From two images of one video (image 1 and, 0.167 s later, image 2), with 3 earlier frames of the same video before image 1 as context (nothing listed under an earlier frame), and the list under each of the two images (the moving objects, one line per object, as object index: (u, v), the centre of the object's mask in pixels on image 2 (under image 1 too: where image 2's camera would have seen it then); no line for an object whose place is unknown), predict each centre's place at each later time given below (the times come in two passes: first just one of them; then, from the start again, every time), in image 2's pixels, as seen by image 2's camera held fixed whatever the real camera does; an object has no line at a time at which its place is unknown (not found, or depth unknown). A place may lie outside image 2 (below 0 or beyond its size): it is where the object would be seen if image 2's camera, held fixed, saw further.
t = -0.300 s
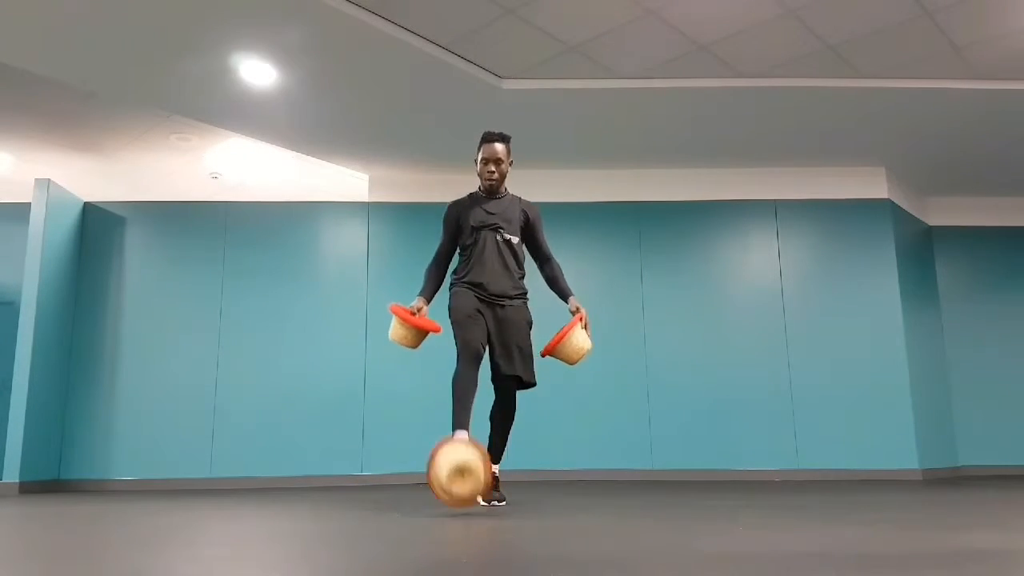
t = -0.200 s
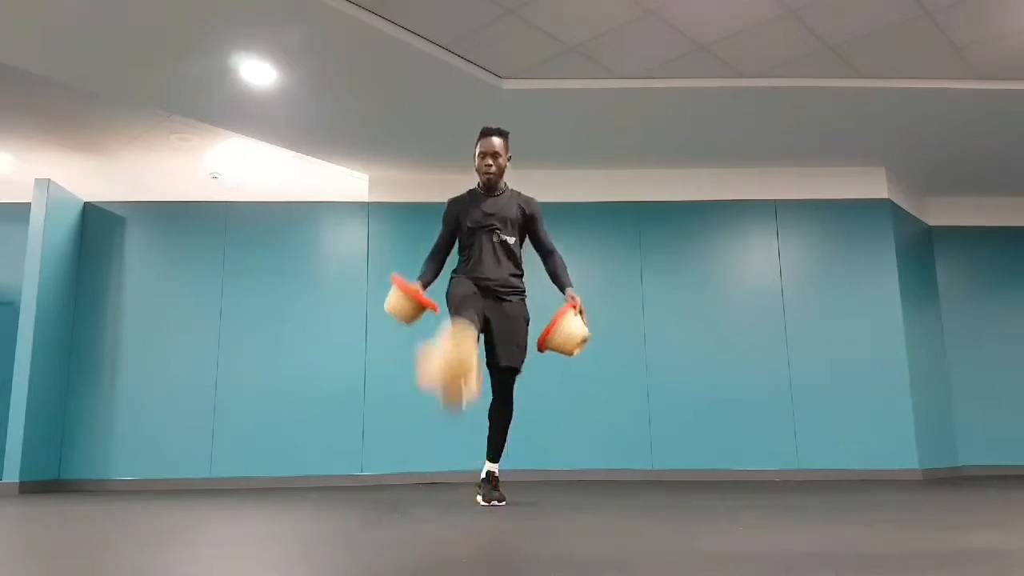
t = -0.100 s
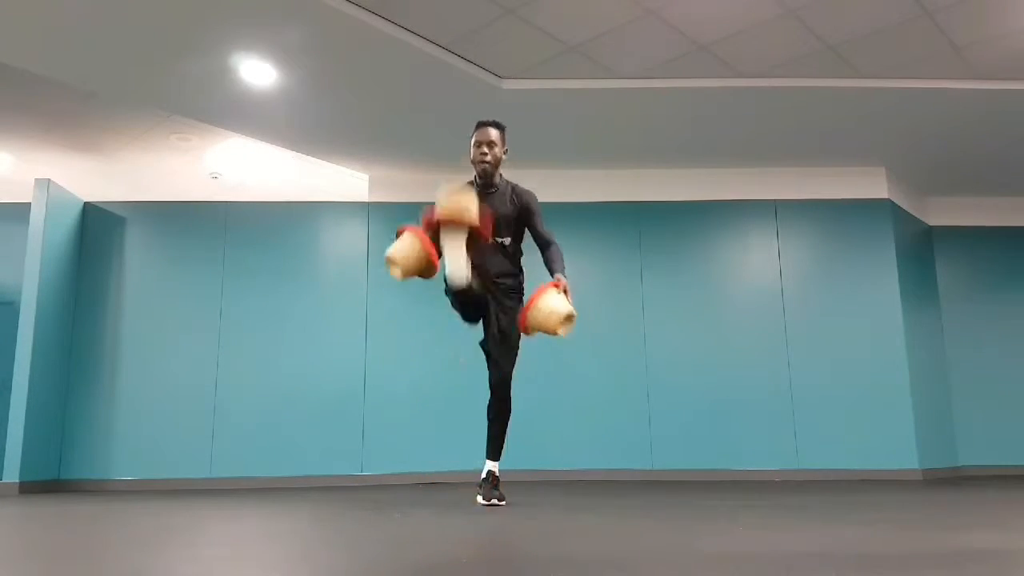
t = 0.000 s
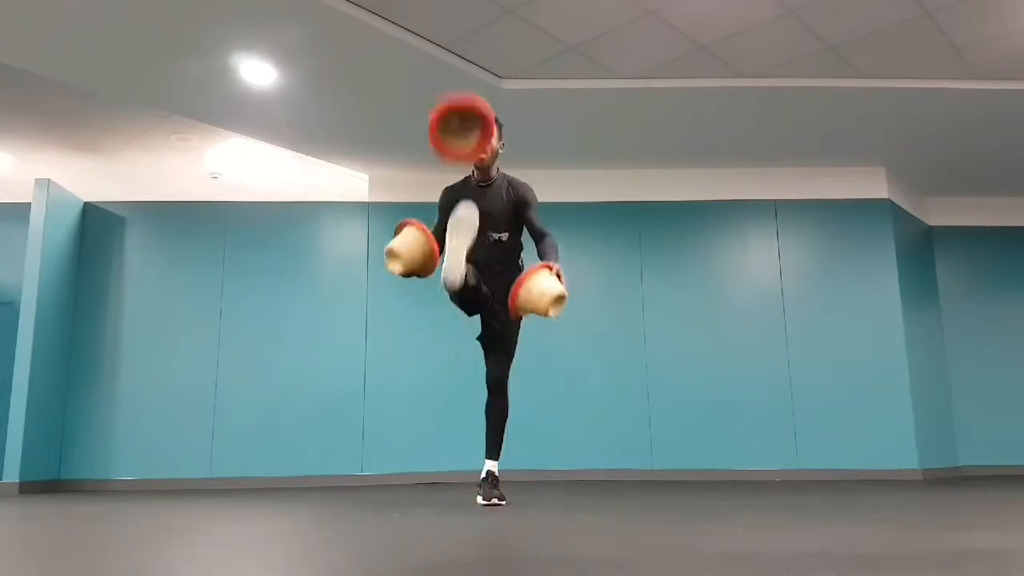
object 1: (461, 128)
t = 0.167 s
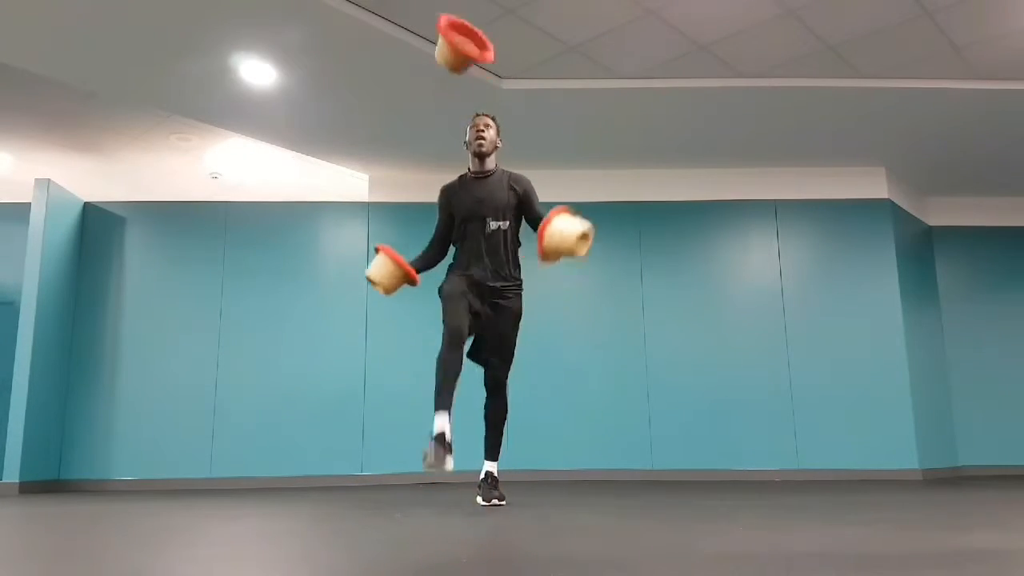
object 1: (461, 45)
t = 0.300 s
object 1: (460, 29)
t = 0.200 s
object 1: (459, 40)
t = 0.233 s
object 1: (460, 34)
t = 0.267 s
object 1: (461, 30)
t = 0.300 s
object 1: (460, 29)
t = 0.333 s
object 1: (460, 30)
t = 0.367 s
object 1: (459, 33)
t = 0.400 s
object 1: (457, 42)
